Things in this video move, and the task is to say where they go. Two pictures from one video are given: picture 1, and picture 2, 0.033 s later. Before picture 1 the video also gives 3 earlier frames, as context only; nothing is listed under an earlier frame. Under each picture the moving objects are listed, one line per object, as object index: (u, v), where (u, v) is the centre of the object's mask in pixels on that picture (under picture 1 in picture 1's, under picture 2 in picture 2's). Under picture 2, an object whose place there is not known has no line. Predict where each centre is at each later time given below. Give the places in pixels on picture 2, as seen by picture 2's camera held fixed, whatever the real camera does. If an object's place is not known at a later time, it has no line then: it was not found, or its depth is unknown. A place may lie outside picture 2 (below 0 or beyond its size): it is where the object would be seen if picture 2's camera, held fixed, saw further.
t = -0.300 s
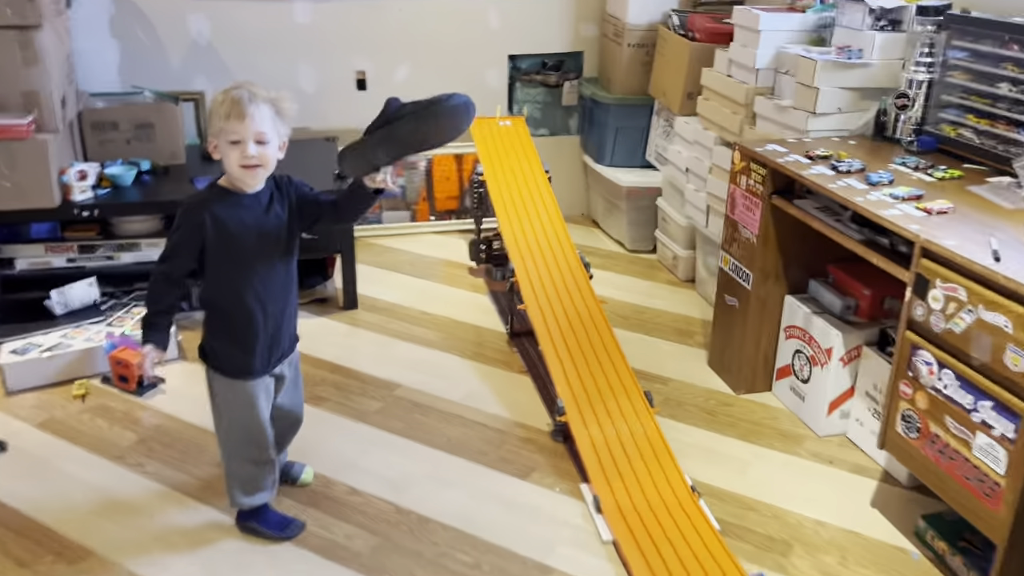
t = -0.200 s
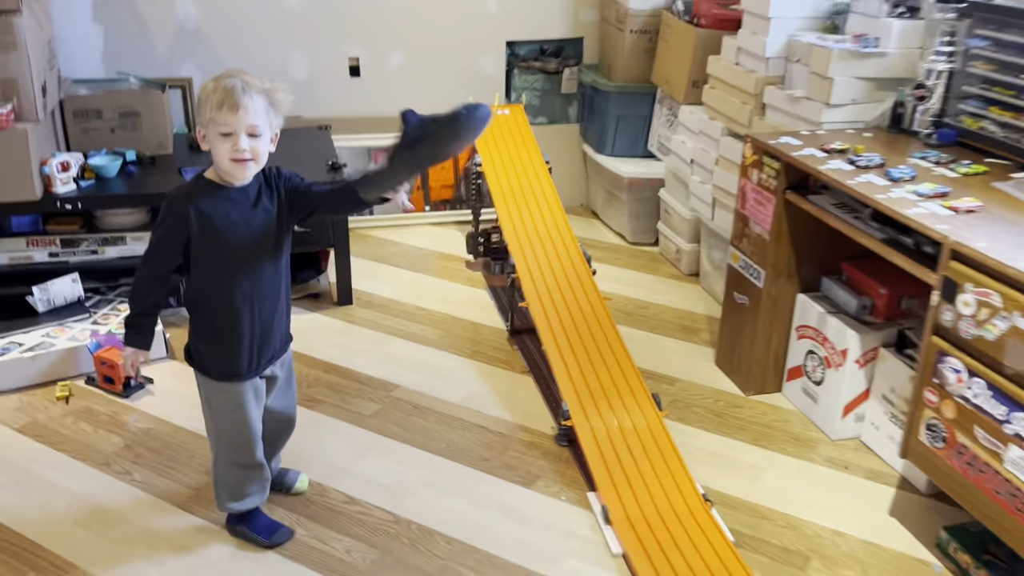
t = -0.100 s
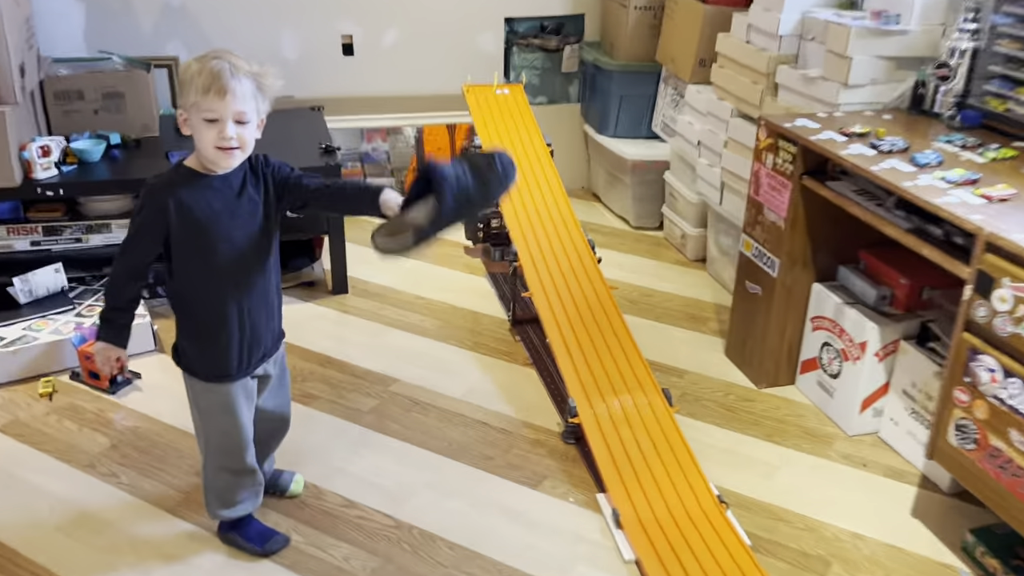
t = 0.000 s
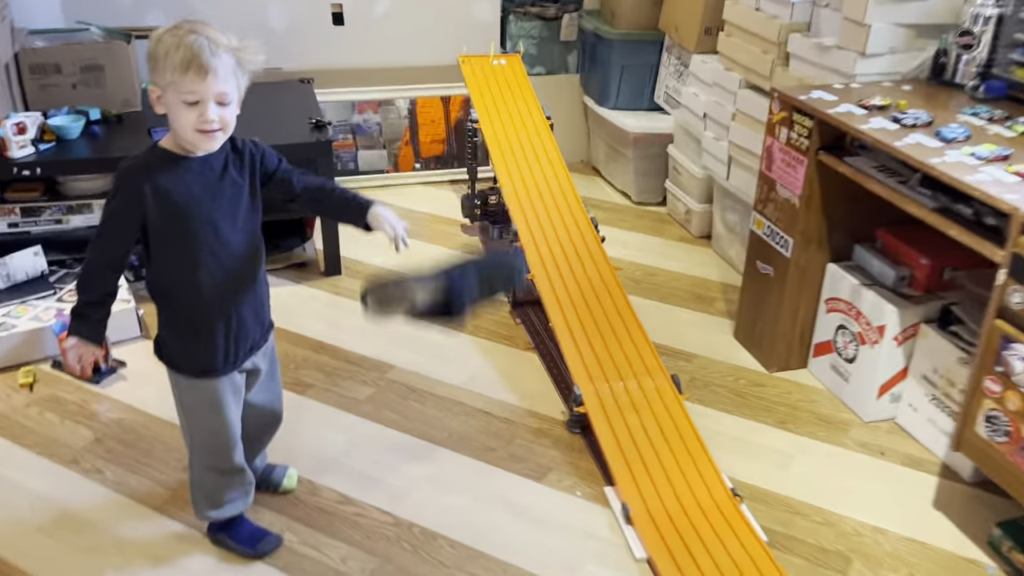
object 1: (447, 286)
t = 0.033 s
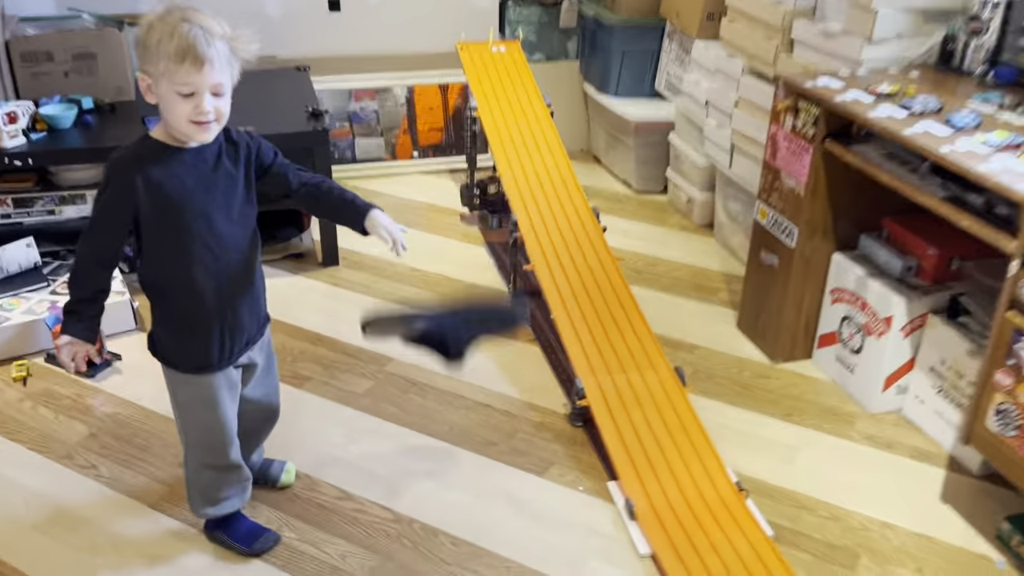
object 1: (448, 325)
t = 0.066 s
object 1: (450, 373)
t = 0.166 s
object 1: (447, 494)
